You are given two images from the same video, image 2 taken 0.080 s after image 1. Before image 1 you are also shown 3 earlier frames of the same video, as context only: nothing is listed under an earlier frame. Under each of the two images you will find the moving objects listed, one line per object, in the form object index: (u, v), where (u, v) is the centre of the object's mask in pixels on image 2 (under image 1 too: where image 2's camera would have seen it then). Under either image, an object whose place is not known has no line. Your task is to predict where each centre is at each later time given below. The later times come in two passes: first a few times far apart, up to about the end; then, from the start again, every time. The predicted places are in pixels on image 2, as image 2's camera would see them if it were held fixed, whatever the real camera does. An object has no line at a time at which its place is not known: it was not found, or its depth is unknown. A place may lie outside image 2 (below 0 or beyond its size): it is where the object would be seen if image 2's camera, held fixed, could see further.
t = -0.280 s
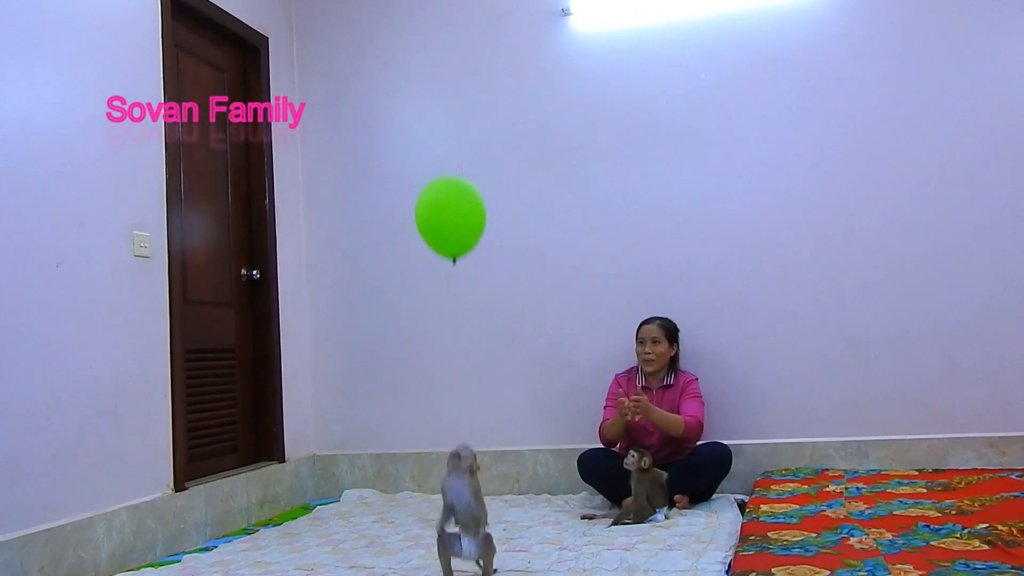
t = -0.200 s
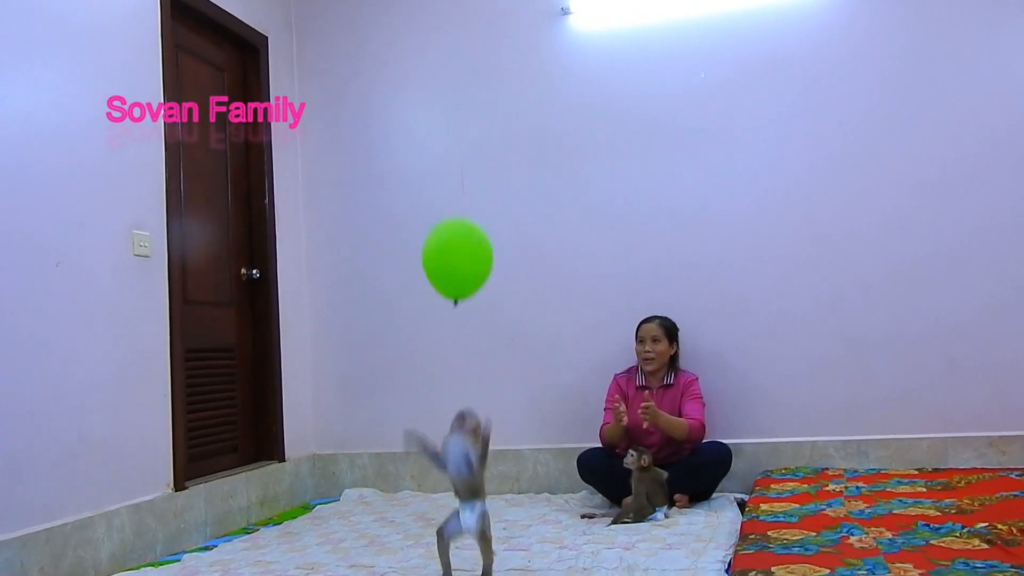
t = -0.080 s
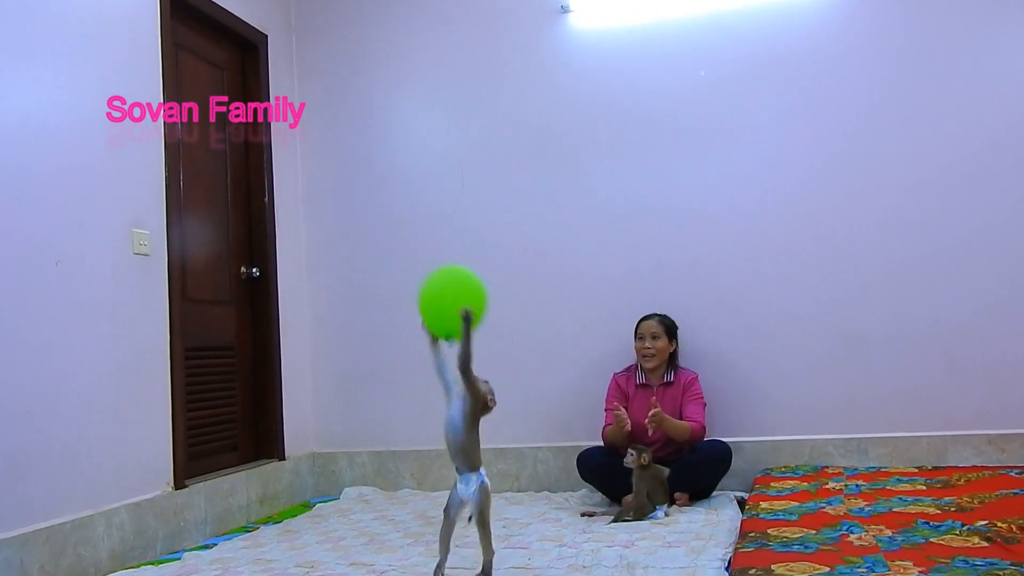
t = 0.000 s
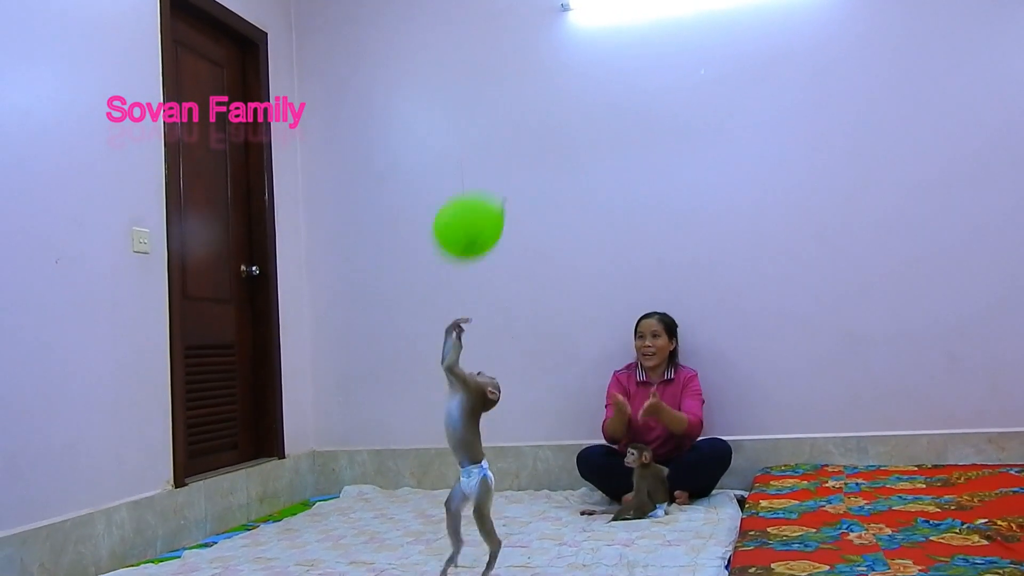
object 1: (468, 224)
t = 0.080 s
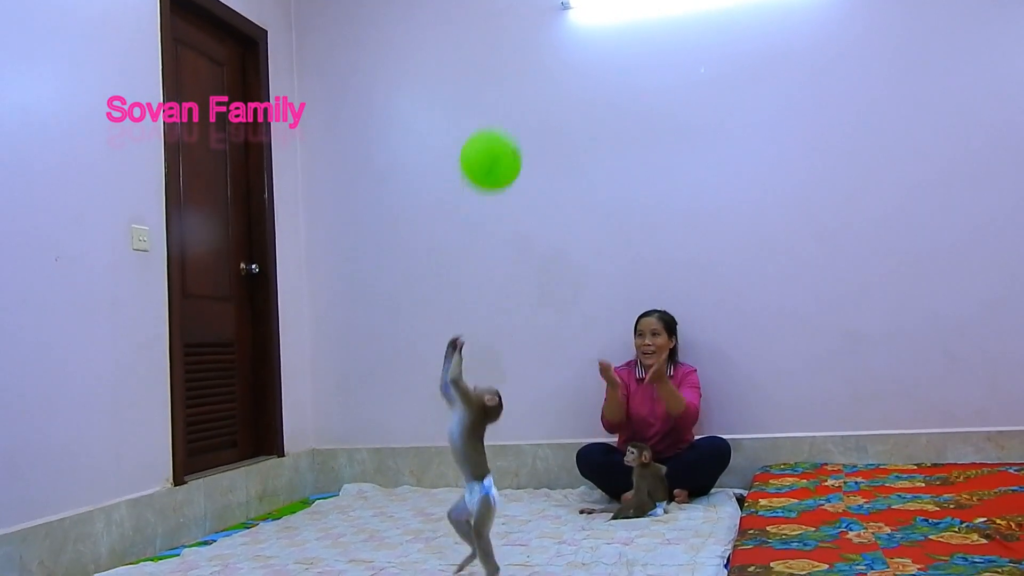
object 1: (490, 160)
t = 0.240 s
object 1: (518, 84)
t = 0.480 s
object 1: (540, 61)
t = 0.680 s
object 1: (551, 75)
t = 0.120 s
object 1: (500, 134)
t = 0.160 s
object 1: (506, 114)
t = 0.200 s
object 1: (513, 97)
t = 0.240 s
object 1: (518, 84)
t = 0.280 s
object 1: (522, 76)
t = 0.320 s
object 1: (525, 70)
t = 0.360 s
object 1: (529, 66)
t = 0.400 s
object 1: (533, 64)
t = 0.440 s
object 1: (536, 62)
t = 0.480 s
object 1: (540, 61)
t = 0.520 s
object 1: (543, 61)
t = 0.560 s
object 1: (545, 63)
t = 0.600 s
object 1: (547, 67)
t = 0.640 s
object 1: (549, 70)
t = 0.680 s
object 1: (551, 75)
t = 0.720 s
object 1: (552, 81)
